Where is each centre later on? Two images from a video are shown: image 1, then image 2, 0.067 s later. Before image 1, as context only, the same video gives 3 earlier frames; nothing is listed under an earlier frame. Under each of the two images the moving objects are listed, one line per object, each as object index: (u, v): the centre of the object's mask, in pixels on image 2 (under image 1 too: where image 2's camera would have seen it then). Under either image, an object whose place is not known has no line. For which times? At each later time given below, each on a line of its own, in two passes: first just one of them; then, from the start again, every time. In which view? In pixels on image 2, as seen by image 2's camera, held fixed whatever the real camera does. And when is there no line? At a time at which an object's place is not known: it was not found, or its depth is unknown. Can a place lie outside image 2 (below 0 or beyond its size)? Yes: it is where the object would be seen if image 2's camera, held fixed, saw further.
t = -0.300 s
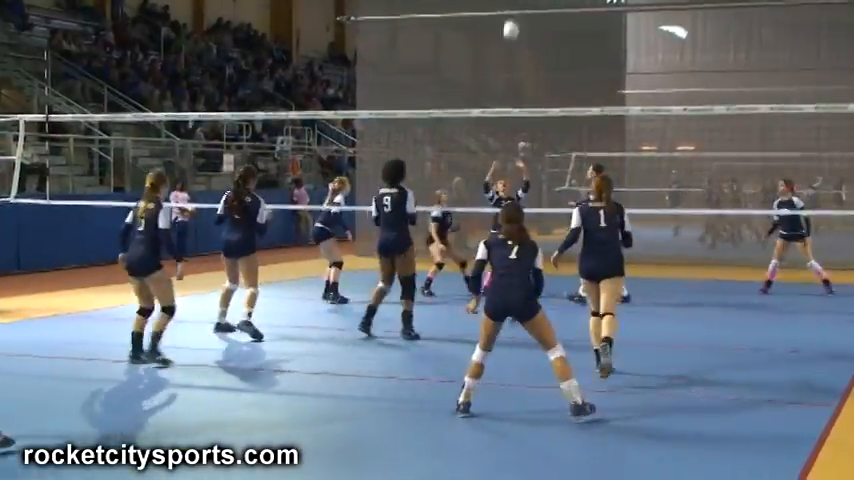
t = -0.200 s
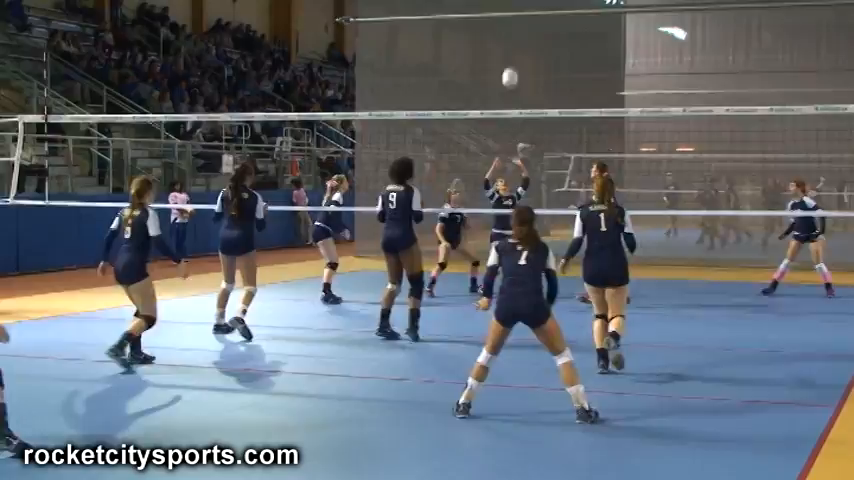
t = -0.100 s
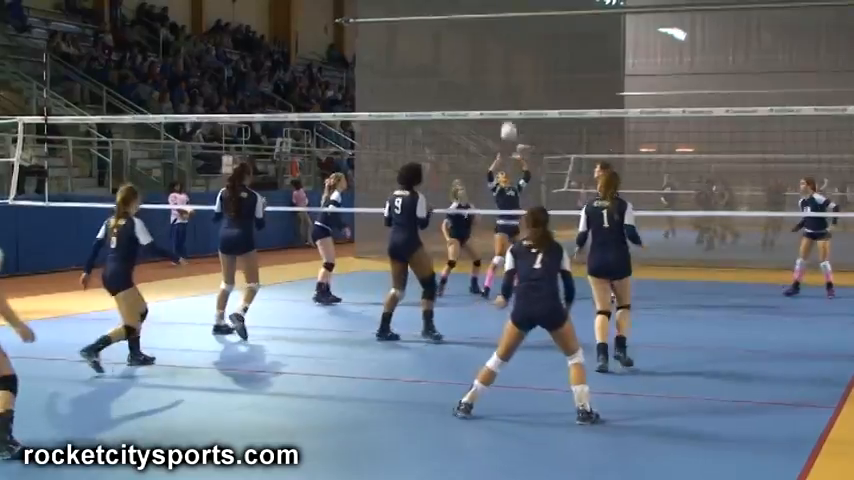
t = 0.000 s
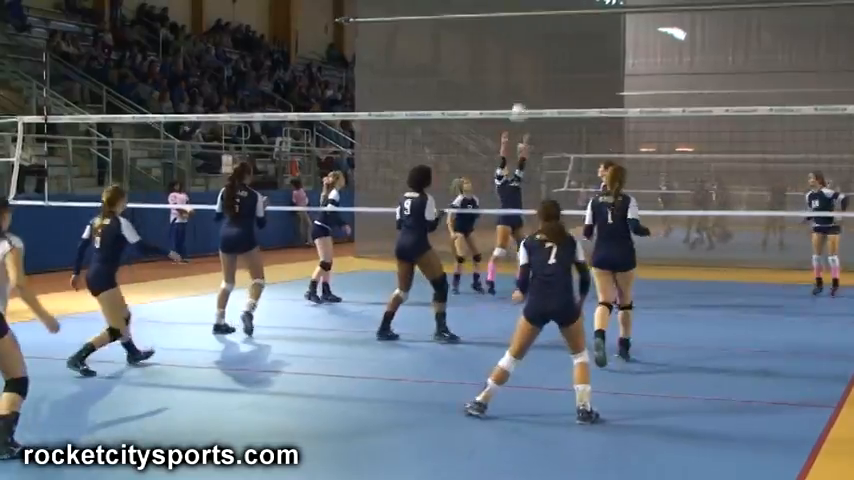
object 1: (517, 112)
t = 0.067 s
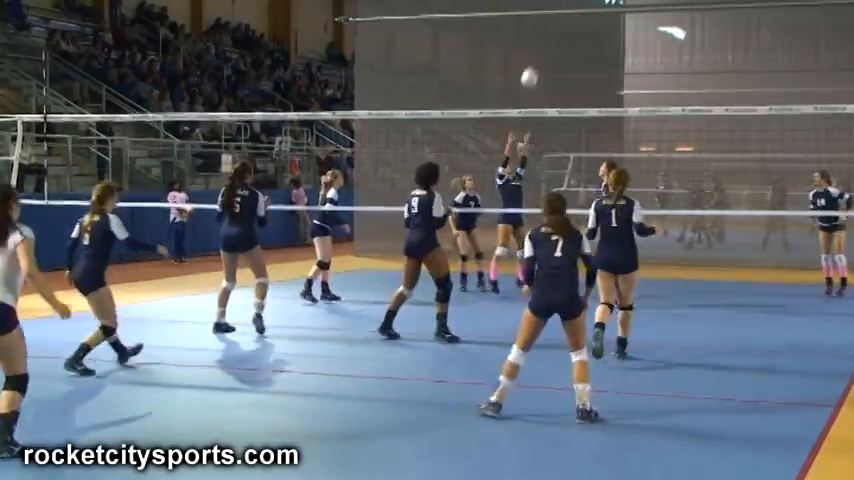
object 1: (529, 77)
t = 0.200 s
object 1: (551, 16)
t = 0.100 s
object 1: (535, 61)
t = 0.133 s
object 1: (540, 45)
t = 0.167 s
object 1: (546, 30)
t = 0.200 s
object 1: (551, 16)
